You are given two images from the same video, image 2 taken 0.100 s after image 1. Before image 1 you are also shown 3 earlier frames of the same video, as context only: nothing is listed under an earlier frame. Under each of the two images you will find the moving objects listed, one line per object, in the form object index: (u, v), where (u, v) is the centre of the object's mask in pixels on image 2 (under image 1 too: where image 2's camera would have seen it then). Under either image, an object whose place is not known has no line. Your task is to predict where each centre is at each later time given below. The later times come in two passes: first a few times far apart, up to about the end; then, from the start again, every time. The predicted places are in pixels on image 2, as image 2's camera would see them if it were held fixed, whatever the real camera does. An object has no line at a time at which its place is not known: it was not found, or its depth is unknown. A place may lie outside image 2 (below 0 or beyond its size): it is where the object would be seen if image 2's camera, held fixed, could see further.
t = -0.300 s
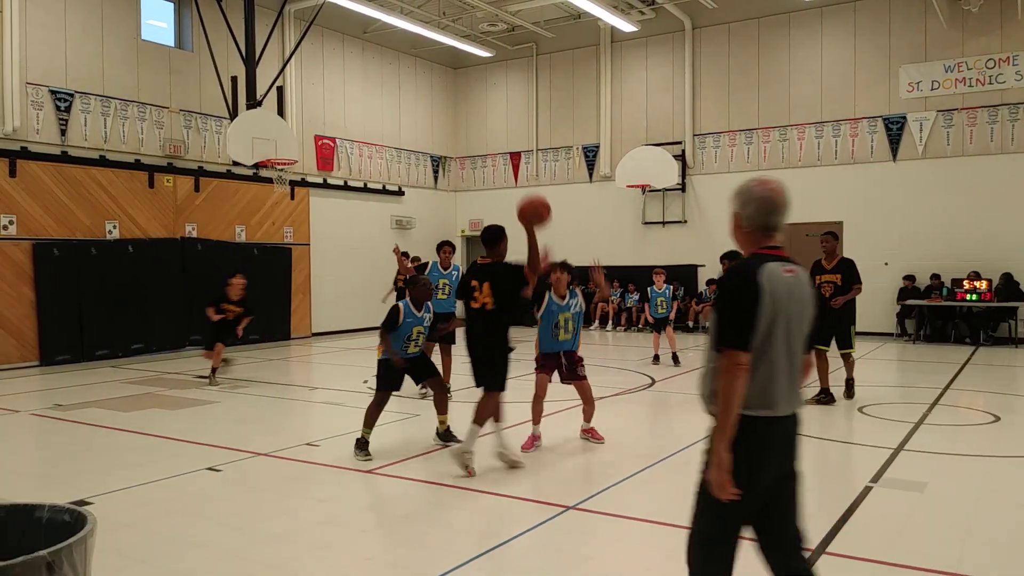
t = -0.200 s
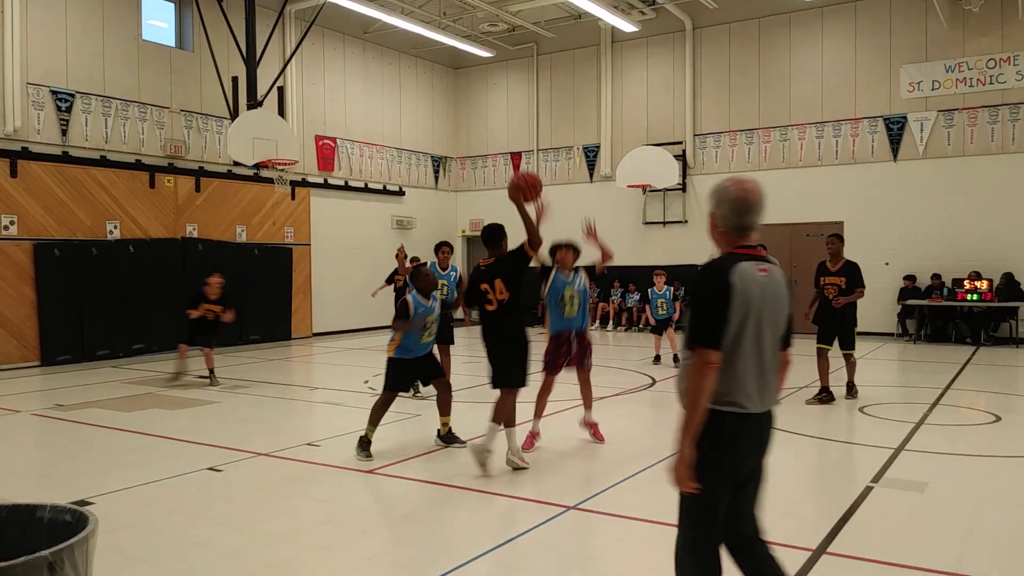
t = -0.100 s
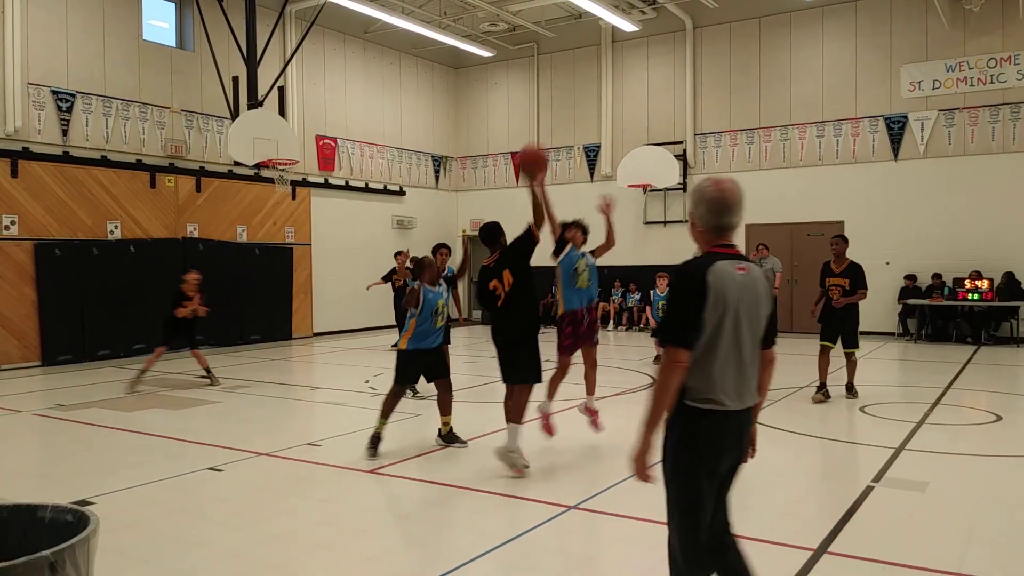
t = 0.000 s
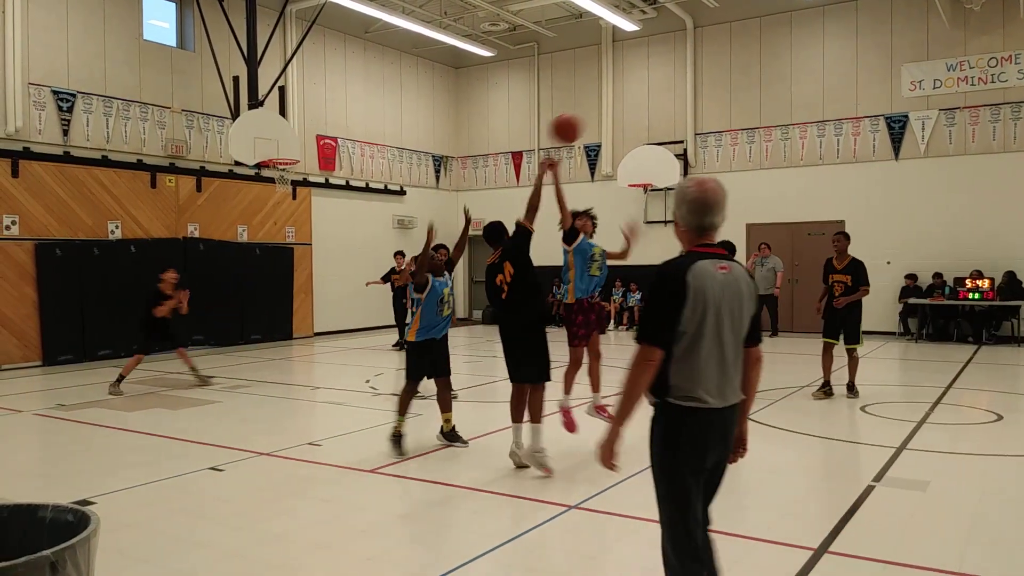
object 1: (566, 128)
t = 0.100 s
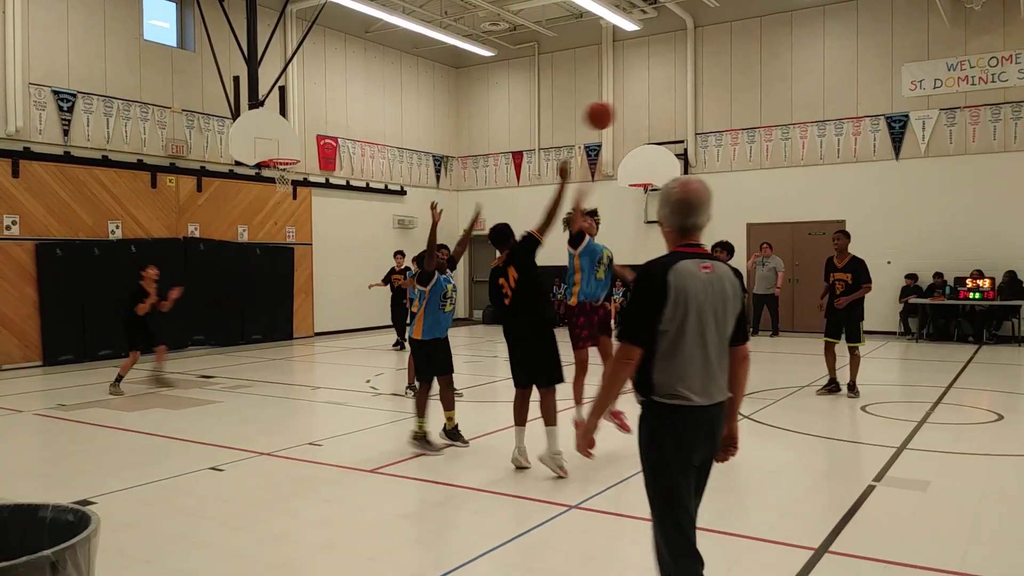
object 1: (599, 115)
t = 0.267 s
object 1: (645, 121)
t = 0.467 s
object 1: (689, 162)
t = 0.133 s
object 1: (609, 114)
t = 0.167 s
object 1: (619, 114)
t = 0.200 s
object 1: (628, 115)
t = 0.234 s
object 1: (637, 117)
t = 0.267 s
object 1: (645, 121)
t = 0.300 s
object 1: (653, 125)
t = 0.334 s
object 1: (661, 130)
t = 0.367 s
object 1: (668, 137)
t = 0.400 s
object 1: (677, 145)
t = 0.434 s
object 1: (683, 153)
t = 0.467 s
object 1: (689, 162)
